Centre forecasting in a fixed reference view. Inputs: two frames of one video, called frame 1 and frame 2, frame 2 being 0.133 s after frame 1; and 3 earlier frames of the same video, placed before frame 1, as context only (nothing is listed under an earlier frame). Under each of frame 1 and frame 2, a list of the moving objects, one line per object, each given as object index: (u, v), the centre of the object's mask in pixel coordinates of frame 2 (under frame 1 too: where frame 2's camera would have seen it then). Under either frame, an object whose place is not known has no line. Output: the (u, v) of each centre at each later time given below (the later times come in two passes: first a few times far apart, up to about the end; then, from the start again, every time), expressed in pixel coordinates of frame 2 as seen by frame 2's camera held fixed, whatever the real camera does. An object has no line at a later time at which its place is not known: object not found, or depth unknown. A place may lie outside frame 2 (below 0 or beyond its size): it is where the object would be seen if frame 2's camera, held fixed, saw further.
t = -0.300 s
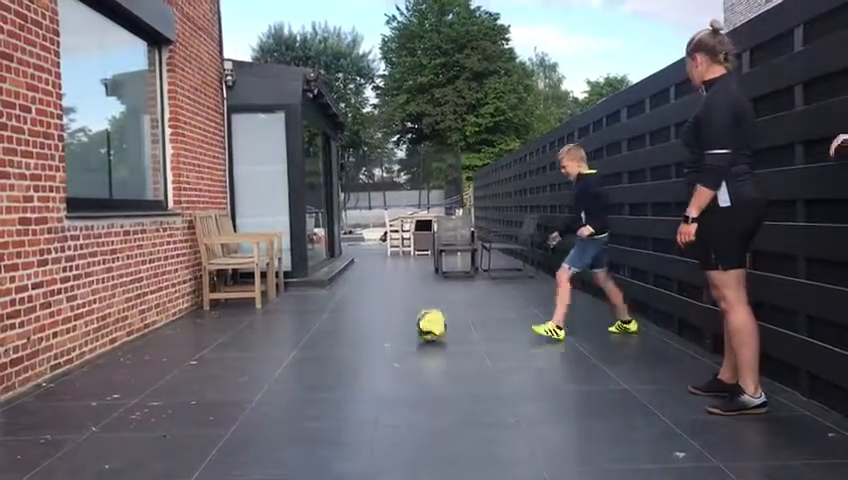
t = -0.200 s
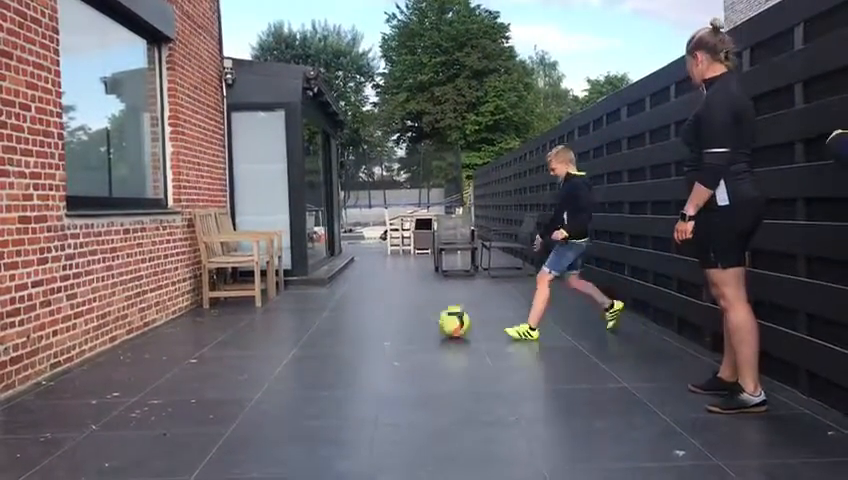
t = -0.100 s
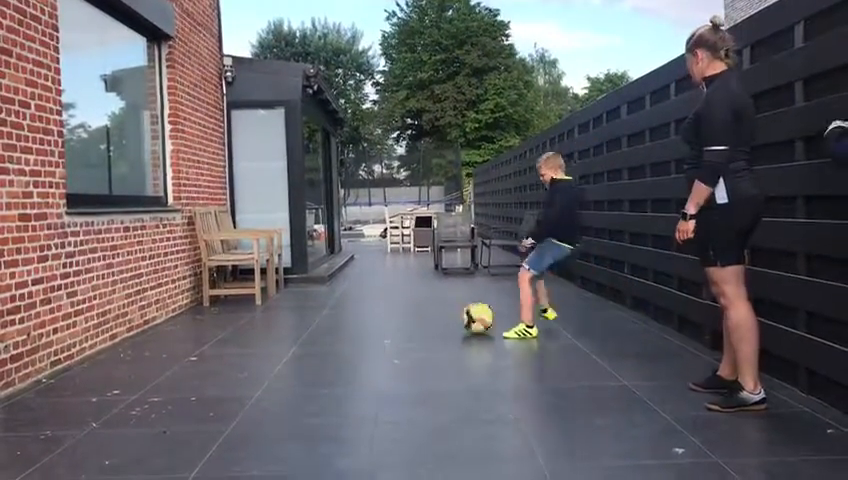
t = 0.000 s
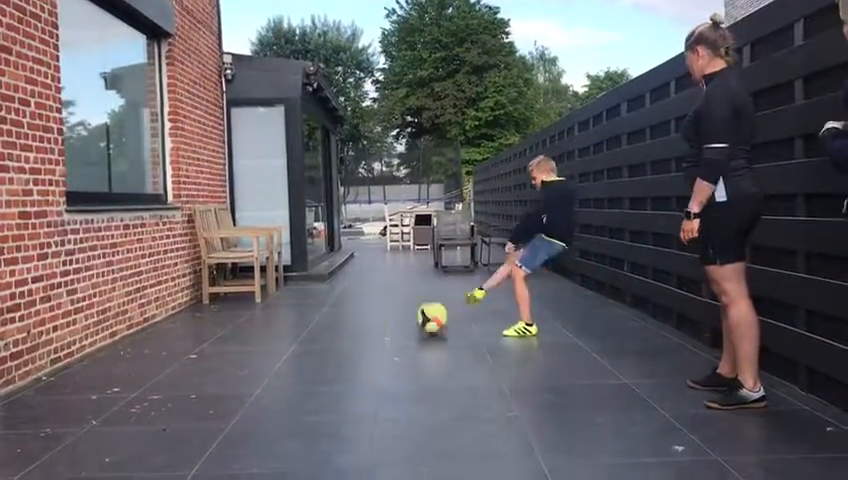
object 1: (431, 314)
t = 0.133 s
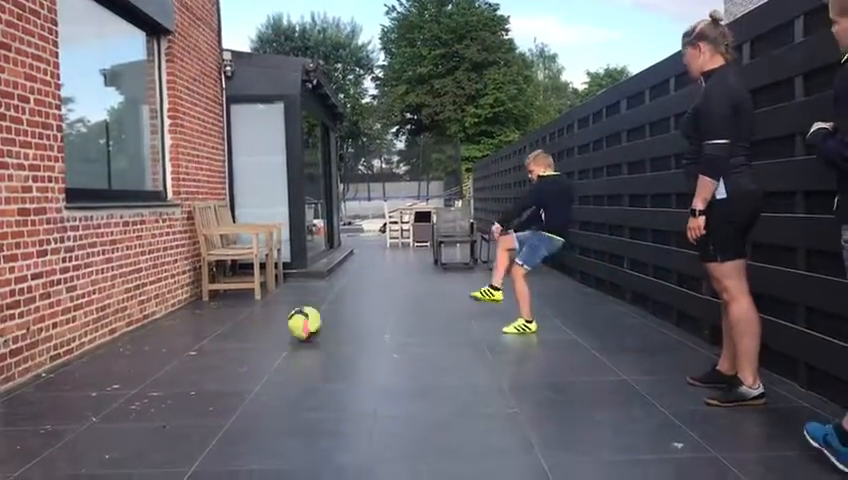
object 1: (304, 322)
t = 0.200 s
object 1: (242, 328)
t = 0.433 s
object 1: (115, 329)
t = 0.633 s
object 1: (228, 335)
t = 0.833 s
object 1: (313, 336)
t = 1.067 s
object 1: (386, 337)
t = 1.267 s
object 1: (447, 335)
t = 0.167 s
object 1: (273, 325)
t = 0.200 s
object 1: (242, 328)
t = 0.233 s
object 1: (212, 329)
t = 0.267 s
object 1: (182, 332)
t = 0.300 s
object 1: (153, 333)
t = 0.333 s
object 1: (123, 334)
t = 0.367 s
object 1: (94, 338)
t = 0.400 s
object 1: (95, 335)
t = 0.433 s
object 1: (115, 329)
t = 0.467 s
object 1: (134, 328)
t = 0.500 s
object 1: (152, 327)
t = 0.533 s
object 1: (173, 329)
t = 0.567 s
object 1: (192, 332)
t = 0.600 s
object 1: (212, 337)
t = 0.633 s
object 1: (228, 335)
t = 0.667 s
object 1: (242, 332)
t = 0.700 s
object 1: (257, 331)
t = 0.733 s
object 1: (272, 332)
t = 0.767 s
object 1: (287, 335)
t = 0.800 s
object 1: (302, 339)
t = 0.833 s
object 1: (313, 336)
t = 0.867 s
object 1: (323, 334)
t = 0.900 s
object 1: (334, 335)
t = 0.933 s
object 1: (344, 337)
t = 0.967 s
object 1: (354, 336)
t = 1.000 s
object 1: (364, 335)
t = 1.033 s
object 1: (375, 335)
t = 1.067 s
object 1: (386, 337)
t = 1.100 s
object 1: (395, 337)
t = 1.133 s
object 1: (406, 336)
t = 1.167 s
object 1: (416, 336)
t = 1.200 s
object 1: (426, 338)
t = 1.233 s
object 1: (436, 335)
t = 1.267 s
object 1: (447, 335)
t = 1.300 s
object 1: (456, 336)
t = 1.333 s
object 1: (467, 338)
